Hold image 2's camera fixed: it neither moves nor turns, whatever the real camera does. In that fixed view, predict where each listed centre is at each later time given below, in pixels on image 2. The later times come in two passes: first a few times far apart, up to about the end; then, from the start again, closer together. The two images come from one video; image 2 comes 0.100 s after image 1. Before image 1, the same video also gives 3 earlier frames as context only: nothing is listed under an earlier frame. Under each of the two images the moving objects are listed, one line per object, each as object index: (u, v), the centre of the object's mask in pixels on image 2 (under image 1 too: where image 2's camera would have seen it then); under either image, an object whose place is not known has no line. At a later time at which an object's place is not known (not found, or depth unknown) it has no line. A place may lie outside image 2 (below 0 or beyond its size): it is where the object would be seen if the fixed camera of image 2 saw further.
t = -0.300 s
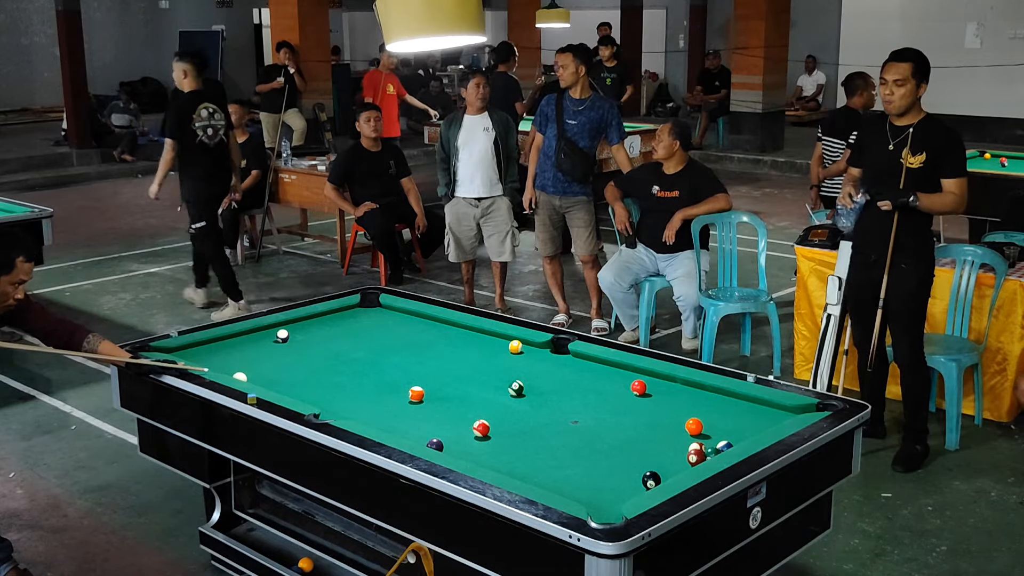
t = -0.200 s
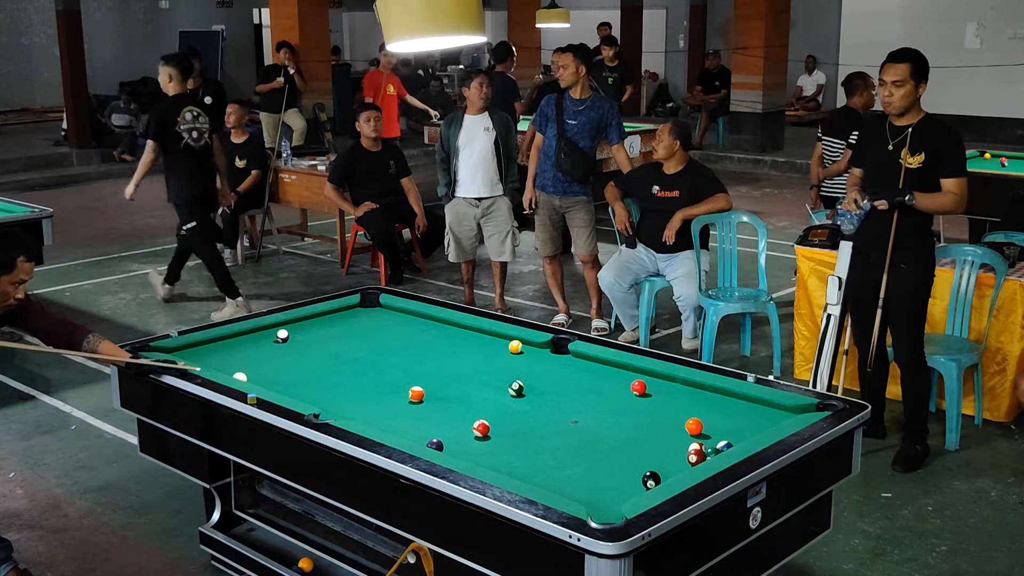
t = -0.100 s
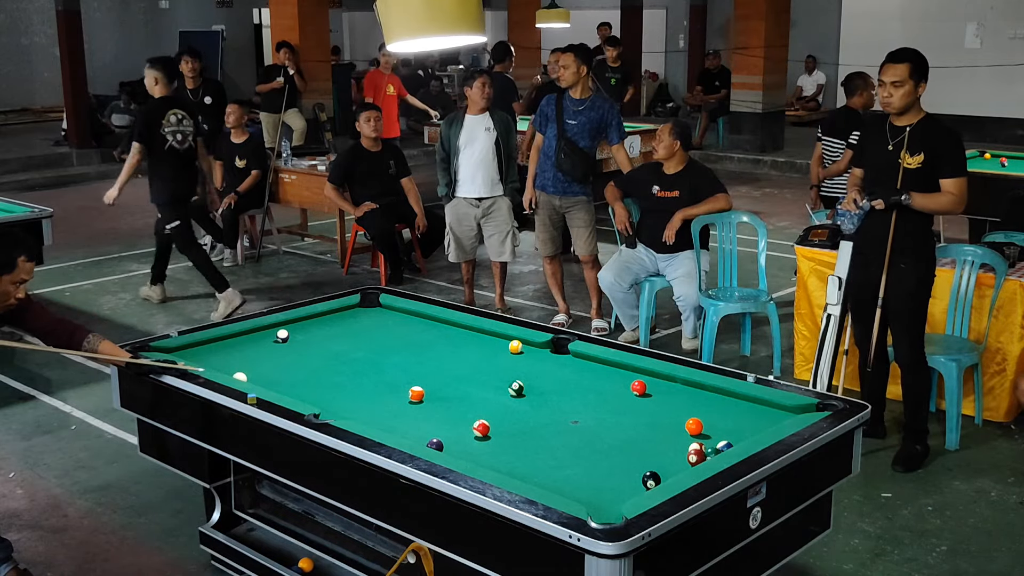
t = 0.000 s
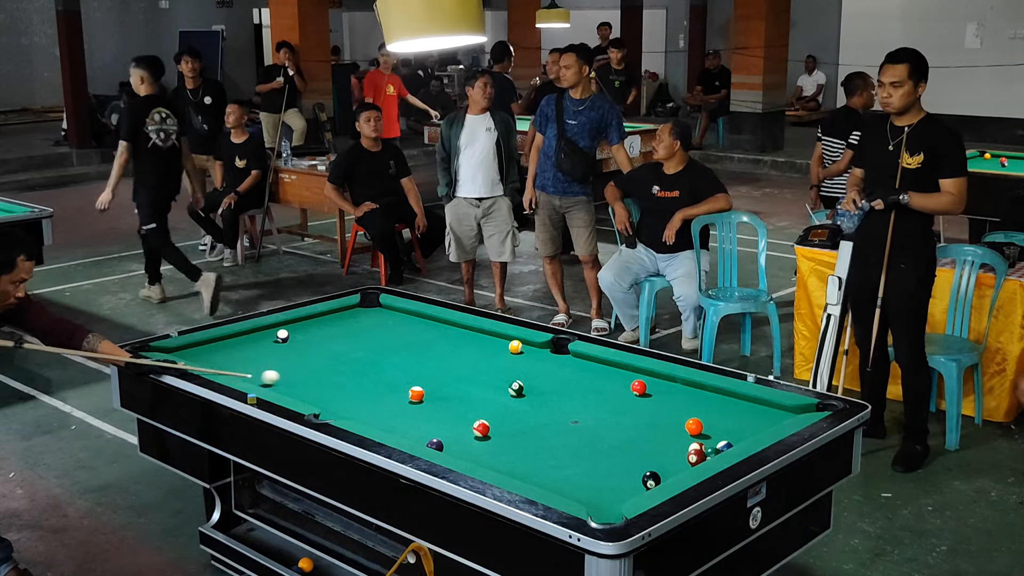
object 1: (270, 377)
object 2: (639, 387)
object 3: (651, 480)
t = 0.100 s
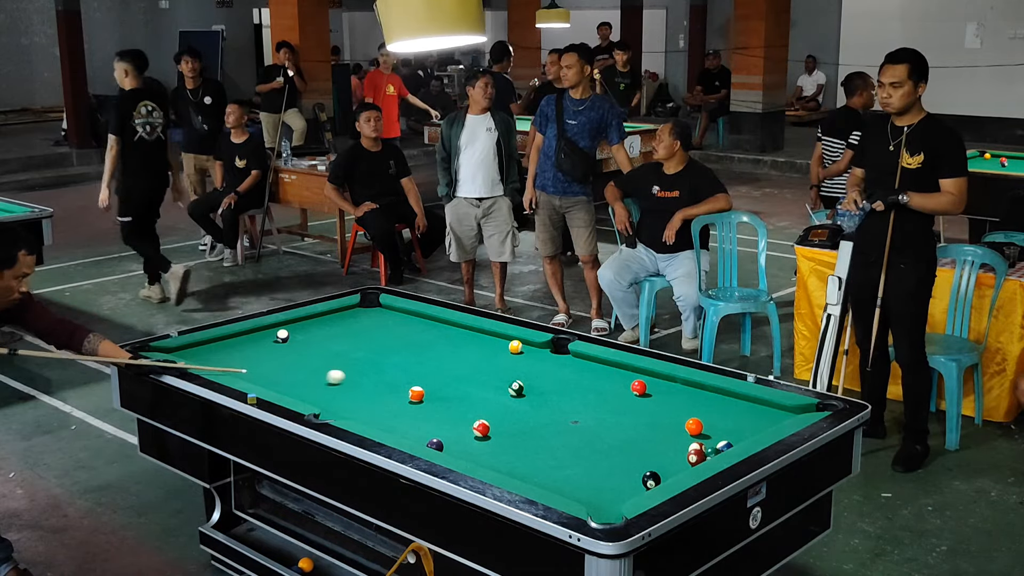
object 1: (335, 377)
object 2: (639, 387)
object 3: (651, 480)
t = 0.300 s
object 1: (463, 374)
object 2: (639, 387)
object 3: (651, 480)
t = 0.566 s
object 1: (626, 371)
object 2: (639, 387)
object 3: (651, 480)
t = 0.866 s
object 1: (648, 386)
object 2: (638, 403)
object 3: (651, 480)
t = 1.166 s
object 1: (662, 393)
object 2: (637, 426)
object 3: (651, 480)
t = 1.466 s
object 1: (675, 400)
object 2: (637, 451)
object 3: (651, 480)
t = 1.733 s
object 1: (684, 405)
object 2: (636, 474)
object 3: (652, 480)
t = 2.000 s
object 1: (692, 409)
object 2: (614, 489)
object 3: (647, 481)
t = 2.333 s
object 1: (700, 413)
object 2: (590, 505)
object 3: (632, 478)
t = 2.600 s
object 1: (705, 416)
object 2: (610, 503)
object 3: (623, 475)
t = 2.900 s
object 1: (708, 418)
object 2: (624, 497)
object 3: (619, 473)
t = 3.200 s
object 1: (708, 418)
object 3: (618, 473)
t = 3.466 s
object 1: (708, 418)
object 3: (618, 473)
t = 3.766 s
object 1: (708, 418)
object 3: (618, 473)
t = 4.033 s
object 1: (708, 418)
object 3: (618, 473)
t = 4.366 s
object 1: (708, 418)
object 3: (618, 473)
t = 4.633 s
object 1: (708, 418)
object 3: (618, 473)
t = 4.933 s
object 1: (708, 418)
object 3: (618, 473)
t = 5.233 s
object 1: (708, 418)
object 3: (618, 473)
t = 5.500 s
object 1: (708, 418)
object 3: (618, 473)
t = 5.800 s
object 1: (708, 418)
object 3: (618, 473)
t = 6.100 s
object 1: (708, 418)
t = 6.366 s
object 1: (708, 418)
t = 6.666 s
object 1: (708, 418)
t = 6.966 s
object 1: (708, 418)
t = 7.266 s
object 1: (708, 418)
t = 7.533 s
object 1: (708, 418)
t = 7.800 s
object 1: (708, 418)
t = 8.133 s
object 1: (708, 418)
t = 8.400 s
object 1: (708, 418)
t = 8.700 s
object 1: (708, 418)
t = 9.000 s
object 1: (708, 418)
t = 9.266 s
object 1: (708, 418)
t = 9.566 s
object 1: (708, 418)
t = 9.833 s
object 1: (708, 418)
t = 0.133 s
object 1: (357, 377)
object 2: (639, 387)
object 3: (651, 480)
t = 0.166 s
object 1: (378, 376)
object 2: (639, 387)
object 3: (651, 480)
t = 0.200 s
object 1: (399, 376)
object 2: (639, 387)
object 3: (651, 480)
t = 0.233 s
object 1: (421, 375)
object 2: (639, 387)
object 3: (651, 480)
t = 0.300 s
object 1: (463, 374)
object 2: (639, 387)
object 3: (651, 480)
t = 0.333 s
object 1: (483, 374)
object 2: (639, 387)
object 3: (651, 480)
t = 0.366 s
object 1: (504, 373)
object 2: (639, 387)
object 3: (651, 480)
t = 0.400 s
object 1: (525, 373)
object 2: (639, 387)
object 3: (651, 480)
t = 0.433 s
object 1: (545, 372)
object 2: (639, 387)
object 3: (651, 480)
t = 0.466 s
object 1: (566, 372)
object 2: (639, 387)
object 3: (651, 480)
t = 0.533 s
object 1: (606, 371)
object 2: (639, 387)
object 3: (651, 480)
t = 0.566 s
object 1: (626, 371)
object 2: (639, 387)
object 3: (651, 480)
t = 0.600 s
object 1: (637, 372)
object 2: (639, 387)
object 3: (651, 480)
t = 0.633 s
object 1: (637, 375)
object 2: (639, 387)
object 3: (651, 480)
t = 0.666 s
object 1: (638, 378)
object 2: (639, 388)
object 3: (651, 480)
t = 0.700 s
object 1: (640, 380)
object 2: (639, 389)
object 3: (651, 480)
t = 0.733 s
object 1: (642, 381)
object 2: (638, 392)
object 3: (651, 480)
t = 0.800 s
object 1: (645, 384)
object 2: (638, 397)
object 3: (651, 480)
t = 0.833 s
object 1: (646, 385)
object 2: (638, 400)
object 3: (651, 480)
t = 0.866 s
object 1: (648, 386)
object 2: (638, 403)
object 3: (651, 480)
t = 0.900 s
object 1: (650, 387)
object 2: (638, 405)
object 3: (651, 480)
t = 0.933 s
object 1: (651, 388)
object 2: (638, 408)
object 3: (651, 480)
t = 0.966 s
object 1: (653, 389)
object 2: (638, 410)
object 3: (651, 480)
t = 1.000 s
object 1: (655, 389)
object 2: (638, 413)
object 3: (651, 480)
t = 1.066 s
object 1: (658, 391)
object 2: (637, 418)
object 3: (651, 480)
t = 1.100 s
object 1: (659, 392)
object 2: (637, 421)
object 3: (651, 480)
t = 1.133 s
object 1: (661, 393)
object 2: (637, 424)
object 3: (651, 480)
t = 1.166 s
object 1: (662, 393)
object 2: (637, 426)
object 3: (651, 480)
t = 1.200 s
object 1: (664, 394)
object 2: (637, 429)
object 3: (651, 480)
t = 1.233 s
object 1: (665, 395)
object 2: (637, 432)
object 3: (651, 480)
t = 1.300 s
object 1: (668, 396)
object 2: (637, 437)
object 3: (651, 480)
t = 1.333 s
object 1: (669, 397)
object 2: (637, 440)
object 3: (651, 480)
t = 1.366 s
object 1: (671, 398)
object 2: (637, 443)
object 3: (651, 480)
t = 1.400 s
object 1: (672, 398)
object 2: (637, 446)
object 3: (651, 480)
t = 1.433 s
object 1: (673, 399)
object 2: (637, 449)
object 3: (651, 480)
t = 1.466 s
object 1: (675, 400)
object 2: (637, 451)
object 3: (651, 480)
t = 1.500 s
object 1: (676, 401)
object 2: (637, 454)
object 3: (651, 480)
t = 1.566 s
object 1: (679, 402)
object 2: (637, 460)
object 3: (651, 480)
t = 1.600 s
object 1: (680, 403)
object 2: (637, 463)
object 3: (651, 480)
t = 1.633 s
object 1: (681, 403)
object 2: (637, 466)
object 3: (651, 480)
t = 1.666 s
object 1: (682, 404)
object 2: (637, 469)
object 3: (651, 480)
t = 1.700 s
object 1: (683, 404)
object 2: (636, 472)
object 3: (651, 480)
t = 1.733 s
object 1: (684, 405)
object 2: (636, 474)
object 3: (652, 480)
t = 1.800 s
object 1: (686, 406)
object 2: (631, 478)
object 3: (655, 480)
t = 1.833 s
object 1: (687, 407)
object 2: (628, 480)
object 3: (656, 480)
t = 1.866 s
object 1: (688, 407)
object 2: (625, 482)
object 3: (654, 480)
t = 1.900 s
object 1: (689, 408)
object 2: (622, 484)
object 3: (652, 481)
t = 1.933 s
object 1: (690, 408)
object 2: (620, 485)
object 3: (651, 481)
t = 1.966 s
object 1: (691, 409)
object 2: (617, 487)
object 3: (649, 481)
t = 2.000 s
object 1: (692, 409)
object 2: (614, 489)
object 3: (647, 481)
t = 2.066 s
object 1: (694, 410)
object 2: (609, 492)
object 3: (644, 481)
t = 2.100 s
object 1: (695, 410)
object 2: (607, 494)
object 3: (642, 480)
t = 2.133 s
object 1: (696, 411)
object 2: (604, 496)
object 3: (640, 480)
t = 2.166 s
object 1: (697, 411)
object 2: (601, 497)
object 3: (639, 479)
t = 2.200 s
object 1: (697, 412)
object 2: (599, 499)
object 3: (637, 479)
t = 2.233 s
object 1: (698, 412)
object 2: (596, 501)
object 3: (636, 478)
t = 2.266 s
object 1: (699, 412)
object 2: (594, 502)
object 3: (634, 478)
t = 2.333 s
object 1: (700, 413)
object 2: (590, 505)
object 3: (632, 478)
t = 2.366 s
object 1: (701, 413)
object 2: (592, 505)
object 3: (630, 477)
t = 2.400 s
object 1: (701, 414)
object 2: (594, 505)
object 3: (629, 477)
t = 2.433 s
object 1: (702, 414)
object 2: (596, 505)
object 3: (628, 477)
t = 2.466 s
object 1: (703, 414)
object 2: (599, 505)
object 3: (627, 476)
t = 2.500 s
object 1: (703, 415)
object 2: (602, 504)
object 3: (626, 476)
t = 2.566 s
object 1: (705, 416)
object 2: (608, 503)
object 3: (624, 475)
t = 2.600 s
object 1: (705, 416)
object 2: (610, 503)
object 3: (623, 475)
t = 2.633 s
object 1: (706, 416)
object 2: (613, 503)
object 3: (622, 475)
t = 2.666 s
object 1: (706, 417)
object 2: (615, 502)
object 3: (621, 475)
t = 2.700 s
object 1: (706, 417)
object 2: (616, 501)
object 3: (621, 474)
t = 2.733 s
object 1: (707, 417)
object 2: (618, 501)
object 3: (620, 474)
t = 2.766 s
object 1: (707, 417)
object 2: (620, 500)
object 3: (620, 474)
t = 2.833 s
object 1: (708, 417)
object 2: (623, 498)
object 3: (619, 474)
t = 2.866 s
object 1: (708, 417)
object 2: (623, 498)
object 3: (619, 474)
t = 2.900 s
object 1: (708, 418)
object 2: (624, 497)
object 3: (619, 473)
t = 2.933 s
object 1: (708, 418)
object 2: (624, 497)
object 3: (618, 473)
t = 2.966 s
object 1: (708, 418)
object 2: (625, 496)
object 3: (618, 473)
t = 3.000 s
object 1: (708, 418)
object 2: (625, 496)
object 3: (618, 473)
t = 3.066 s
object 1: (708, 418)
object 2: (626, 495)
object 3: (618, 473)
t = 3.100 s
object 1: (708, 418)
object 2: (626, 494)
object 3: (618, 473)
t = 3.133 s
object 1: (708, 418)
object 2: (626, 494)
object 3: (618, 473)
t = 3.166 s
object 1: (708, 418)
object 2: (626, 494)
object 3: (618, 473)
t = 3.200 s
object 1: (708, 418)
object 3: (618, 473)
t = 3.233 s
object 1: (708, 418)
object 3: (618, 473)
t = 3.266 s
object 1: (708, 418)
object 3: (618, 473)
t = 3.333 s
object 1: (708, 418)
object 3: (618, 473)
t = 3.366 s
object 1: (708, 418)
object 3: (618, 473)
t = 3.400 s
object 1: (708, 418)
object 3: (618, 473)
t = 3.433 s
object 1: (708, 418)
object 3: (618, 473)
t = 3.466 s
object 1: (708, 418)
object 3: (618, 473)
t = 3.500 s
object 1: (708, 418)
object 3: (618, 473)
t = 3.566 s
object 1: (708, 418)
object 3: (618, 473)
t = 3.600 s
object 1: (708, 418)
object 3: (618, 473)
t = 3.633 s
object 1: (708, 418)
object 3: (618, 473)
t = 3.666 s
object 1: (708, 418)
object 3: (618, 473)
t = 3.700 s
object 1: (708, 418)
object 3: (618, 473)
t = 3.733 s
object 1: (708, 418)
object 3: (618, 473)
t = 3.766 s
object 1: (708, 418)
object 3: (618, 473)
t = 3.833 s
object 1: (708, 418)
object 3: (618, 473)
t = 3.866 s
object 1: (708, 418)
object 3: (618, 473)
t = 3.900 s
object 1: (708, 418)
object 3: (618, 473)
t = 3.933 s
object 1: (708, 418)
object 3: (618, 473)
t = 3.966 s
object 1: (708, 418)
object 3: (618, 473)
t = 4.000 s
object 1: (708, 418)
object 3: (618, 473)
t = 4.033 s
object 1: (708, 418)
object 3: (618, 473)
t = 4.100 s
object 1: (708, 418)
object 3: (618, 473)
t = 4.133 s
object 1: (708, 418)
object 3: (618, 473)
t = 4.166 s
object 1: (708, 418)
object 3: (618, 473)
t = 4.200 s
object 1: (708, 418)
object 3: (618, 473)
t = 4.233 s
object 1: (708, 418)
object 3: (618, 473)
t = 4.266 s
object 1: (708, 418)
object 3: (618, 473)
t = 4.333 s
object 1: (708, 418)
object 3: (618, 473)
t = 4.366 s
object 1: (708, 418)
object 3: (618, 473)
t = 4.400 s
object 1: (708, 418)
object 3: (618, 473)
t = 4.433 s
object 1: (708, 418)
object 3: (618, 473)
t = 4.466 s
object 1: (708, 418)
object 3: (618, 473)
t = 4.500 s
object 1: (708, 418)
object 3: (618, 473)
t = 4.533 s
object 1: (708, 418)
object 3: (618, 473)
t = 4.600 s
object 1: (708, 418)
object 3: (618, 473)
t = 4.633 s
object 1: (708, 418)
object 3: (618, 473)
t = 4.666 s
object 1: (708, 418)
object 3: (618, 473)
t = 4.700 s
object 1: (708, 418)
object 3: (618, 473)
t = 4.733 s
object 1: (708, 418)
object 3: (618, 473)
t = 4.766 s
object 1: (708, 418)
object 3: (618, 473)
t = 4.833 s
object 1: (708, 418)
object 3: (618, 473)
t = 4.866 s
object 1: (708, 418)
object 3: (618, 473)
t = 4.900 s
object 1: (708, 418)
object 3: (618, 473)
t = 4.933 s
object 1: (708, 418)
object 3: (618, 473)
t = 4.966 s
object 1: (708, 418)
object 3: (618, 473)
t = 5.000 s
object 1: (708, 418)
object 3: (618, 473)
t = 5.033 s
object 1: (708, 418)
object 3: (618, 473)
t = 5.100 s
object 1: (708, 418)
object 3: (618, 473)
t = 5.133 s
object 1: (708, 418)
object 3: (618, 473)
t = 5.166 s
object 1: (708, 418)
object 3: (618, 473)
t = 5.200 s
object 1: (708, 418)
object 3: (618, 473)
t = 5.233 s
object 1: (708, 418)
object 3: (618, 473)
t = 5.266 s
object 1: (708, 418)
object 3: (618, 473)
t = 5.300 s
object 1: (708, 418)
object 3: (618, 473)
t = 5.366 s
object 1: (708, 418)
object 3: (618, 473)
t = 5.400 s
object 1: (708, 418)
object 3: (618, 473)
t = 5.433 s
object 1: (708, 418)
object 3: (618, 473)
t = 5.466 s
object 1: (708, 418)
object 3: (618, 473)
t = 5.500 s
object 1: (708, 418)
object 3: (618, 473)
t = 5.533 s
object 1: (708, 418)
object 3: (618, 473)
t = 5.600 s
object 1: (708, 418)
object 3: (618, 473)
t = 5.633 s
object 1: (708, 418)
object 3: (618, 473)
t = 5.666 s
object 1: (708, 418)
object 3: (618, 473)
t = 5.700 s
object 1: (708, 418)
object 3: (618, 473)
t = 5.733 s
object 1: (708, 418)
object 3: (618, 473)
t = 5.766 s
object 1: (708, 418)
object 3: (618, 473)
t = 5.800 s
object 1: (708, 418)
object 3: (618, 473)
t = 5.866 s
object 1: (708, 418)
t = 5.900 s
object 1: (708, 418)
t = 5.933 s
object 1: (708, 418)
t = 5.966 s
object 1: (708, 418)
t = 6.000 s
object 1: (708, 418)
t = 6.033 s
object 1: (708, 418)
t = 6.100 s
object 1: (708, 418)
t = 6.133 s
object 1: (708, 418)
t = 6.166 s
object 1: (708, 418)
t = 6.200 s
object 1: (708, 418)
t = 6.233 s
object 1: (708, 418)
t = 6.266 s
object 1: (708, 418)
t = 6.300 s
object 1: (708, 418)
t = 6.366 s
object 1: (708, 418)
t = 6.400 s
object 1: (708, 418)
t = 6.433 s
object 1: (708, 418)
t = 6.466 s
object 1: (708, 418)
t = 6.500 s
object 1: (708, 418)
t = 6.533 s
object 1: (708, 418)
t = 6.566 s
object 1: (708, 418)
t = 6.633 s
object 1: (708, 418)
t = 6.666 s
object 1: (708, 418)
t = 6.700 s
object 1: (708, 418)
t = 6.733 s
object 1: (708, 418)
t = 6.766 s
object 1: (708, 418)
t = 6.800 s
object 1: (708, 418)
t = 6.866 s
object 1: (708, 418)
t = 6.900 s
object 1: (708, 418)
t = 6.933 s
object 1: (708, 418)
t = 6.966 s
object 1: (708, 418)
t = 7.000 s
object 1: (708, 418)
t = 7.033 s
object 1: (708, 418)
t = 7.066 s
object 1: (708, 418)
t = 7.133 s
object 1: (708, 418)
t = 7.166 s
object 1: (708, 418)
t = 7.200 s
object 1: (708, 418)
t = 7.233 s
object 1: (708, 418)
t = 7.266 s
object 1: (708, 418)
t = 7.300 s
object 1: (708, 418)
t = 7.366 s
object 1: (708, 418)
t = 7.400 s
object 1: (708, 418)
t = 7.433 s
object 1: (708, 418)
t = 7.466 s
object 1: (708, 418)
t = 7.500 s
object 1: (708, 418)
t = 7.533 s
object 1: (708, 418)
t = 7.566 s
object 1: (708, 418)
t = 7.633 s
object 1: (708, 418)
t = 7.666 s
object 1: (708, 418)
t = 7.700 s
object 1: (708, 418)
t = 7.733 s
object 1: (708, 418)
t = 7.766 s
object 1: (708, 418)
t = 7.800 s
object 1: (708, 418)
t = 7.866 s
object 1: (708, 418)
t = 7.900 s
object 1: (708, 418)
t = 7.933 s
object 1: (708, 418)
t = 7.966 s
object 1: (708, 418)
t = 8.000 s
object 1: (708, 418)
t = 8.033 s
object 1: (708, 418)
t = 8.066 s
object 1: (708, 418)
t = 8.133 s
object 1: (708, 418)
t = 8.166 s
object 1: (708, 418)
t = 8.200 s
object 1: (708, 418)
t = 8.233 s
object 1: (708, 418)
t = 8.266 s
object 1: (708, 418)
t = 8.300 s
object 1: (708, 418)
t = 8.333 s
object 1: (708, 418)
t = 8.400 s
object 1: (708, 418)
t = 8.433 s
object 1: (708, 418)
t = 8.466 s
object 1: (708, 418)
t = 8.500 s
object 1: (708, 418)
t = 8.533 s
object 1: (708, 418)
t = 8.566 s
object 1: (708, 418)
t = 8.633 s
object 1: (708, 418)
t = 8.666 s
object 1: (708, 418)
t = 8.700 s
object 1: (708, 418)
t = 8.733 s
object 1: (708, 418)
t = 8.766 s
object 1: (708, 418)
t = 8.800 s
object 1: (708, 418)
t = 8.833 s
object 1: (708, 418)
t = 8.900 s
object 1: (708, 418)
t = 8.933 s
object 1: (708, 418)
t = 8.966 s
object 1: (708, 418)
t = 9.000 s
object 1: (708, 418)
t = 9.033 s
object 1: (708, 418)
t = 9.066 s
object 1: (708, 418)
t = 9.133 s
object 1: (708, 418)
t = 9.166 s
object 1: (708, 418)
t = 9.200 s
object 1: (708, 418)
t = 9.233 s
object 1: (708, 418)
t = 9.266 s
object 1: (708, 418)
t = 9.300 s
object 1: (708, 418)
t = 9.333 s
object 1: (708, 418)
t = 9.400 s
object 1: (708, 418)
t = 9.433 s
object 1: (708, 418)
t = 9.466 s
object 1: (708, 418)
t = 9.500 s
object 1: (708, 418)
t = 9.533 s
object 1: (708, 418)
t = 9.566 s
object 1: (708, 418)
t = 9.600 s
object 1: (708, 418)
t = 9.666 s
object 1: (708, 418)
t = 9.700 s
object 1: (708, 418)
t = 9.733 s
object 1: (708, 418)
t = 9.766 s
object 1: (708, 418)
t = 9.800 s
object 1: (708, 418)
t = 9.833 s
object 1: (708, 418)
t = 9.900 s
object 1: (708, 418)
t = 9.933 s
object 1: (708, 418)
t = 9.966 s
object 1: (708, 418)
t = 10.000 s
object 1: (708, 418)
